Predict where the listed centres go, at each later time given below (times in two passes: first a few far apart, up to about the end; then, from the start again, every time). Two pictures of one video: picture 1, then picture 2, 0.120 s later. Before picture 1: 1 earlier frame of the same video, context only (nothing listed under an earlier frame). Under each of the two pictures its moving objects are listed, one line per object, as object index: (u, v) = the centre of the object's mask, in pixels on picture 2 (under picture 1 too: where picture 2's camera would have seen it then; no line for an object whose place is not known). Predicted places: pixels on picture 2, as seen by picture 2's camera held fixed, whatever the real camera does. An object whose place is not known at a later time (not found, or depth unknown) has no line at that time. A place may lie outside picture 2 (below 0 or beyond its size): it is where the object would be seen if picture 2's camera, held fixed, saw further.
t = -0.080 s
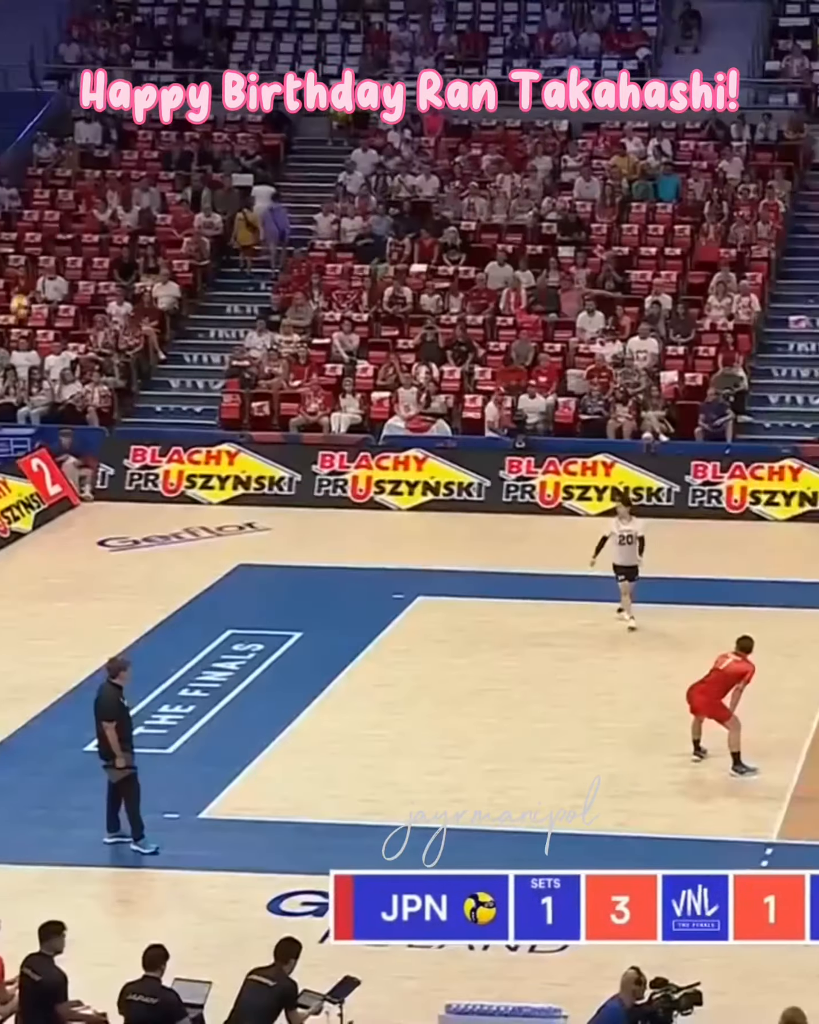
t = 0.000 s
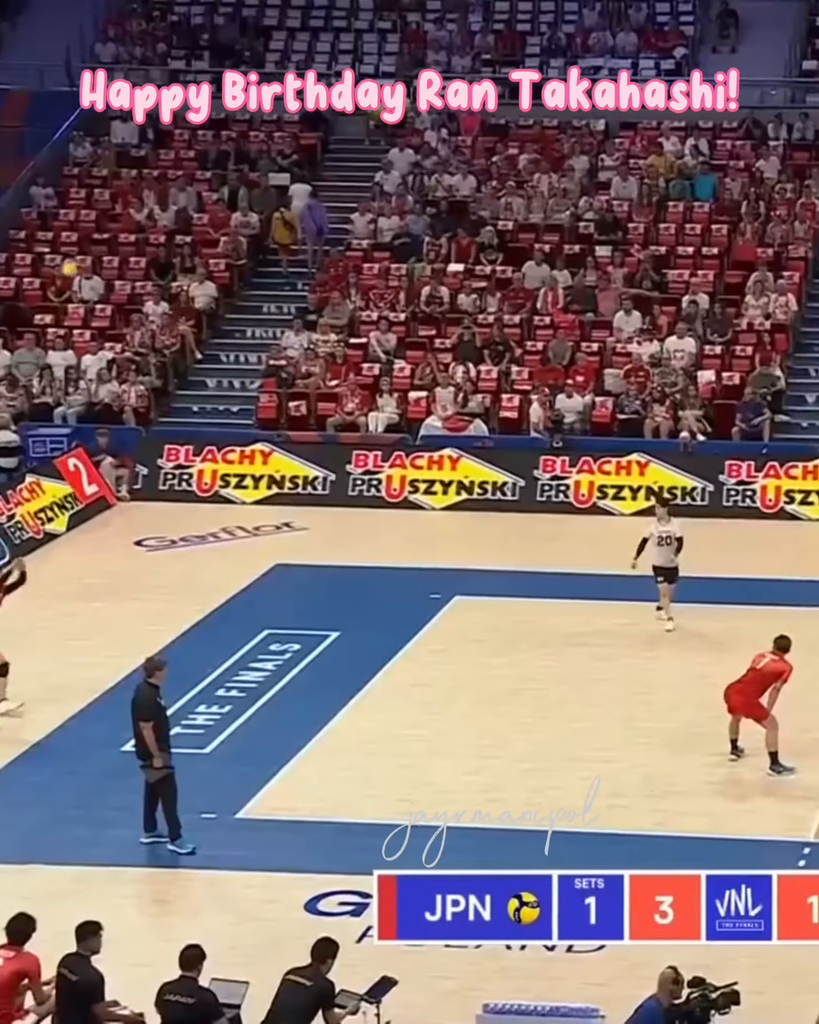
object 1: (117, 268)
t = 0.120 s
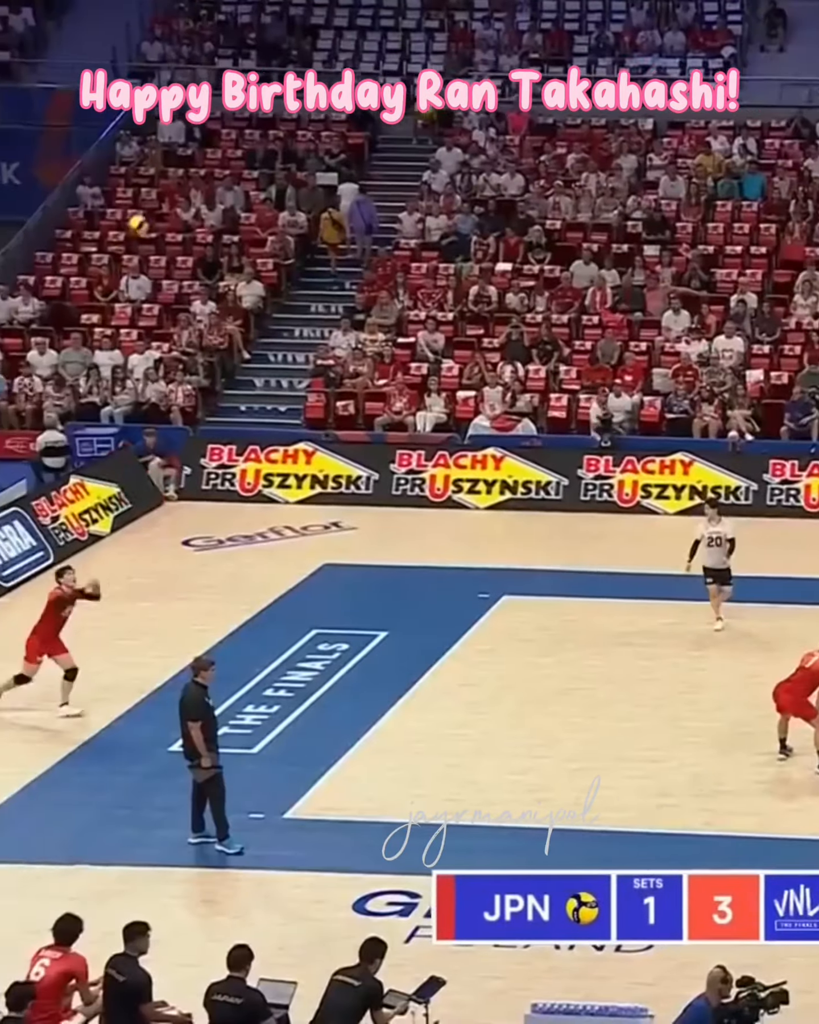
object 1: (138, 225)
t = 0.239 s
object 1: (160, 194)
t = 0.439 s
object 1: (200, 171)
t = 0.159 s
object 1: (145, 211)
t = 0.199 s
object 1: (153, 202)
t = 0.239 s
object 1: (160, 194)
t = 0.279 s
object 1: (168, 185)
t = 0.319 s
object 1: (175, 178)
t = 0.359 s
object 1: (183, 175)
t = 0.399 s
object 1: (192, 172)
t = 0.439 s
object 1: (200, 171)
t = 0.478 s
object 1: (207, 171)
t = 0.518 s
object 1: (216, 172)
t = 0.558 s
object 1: (224, 174)
